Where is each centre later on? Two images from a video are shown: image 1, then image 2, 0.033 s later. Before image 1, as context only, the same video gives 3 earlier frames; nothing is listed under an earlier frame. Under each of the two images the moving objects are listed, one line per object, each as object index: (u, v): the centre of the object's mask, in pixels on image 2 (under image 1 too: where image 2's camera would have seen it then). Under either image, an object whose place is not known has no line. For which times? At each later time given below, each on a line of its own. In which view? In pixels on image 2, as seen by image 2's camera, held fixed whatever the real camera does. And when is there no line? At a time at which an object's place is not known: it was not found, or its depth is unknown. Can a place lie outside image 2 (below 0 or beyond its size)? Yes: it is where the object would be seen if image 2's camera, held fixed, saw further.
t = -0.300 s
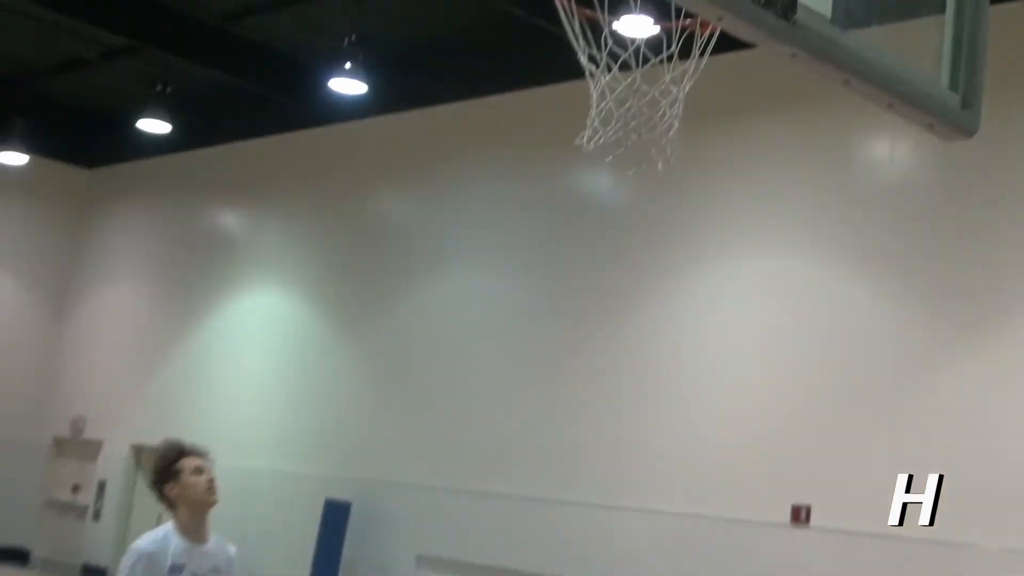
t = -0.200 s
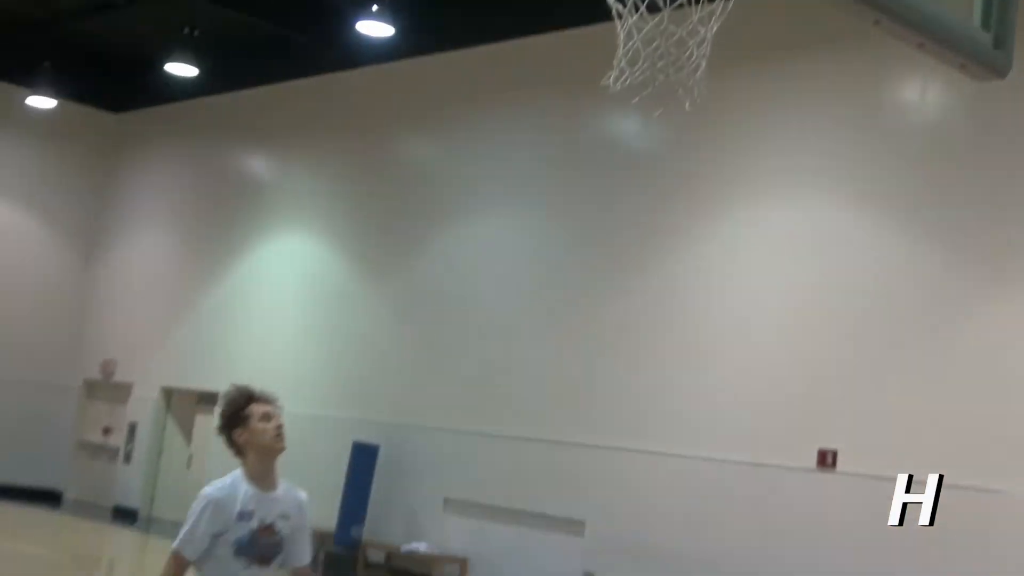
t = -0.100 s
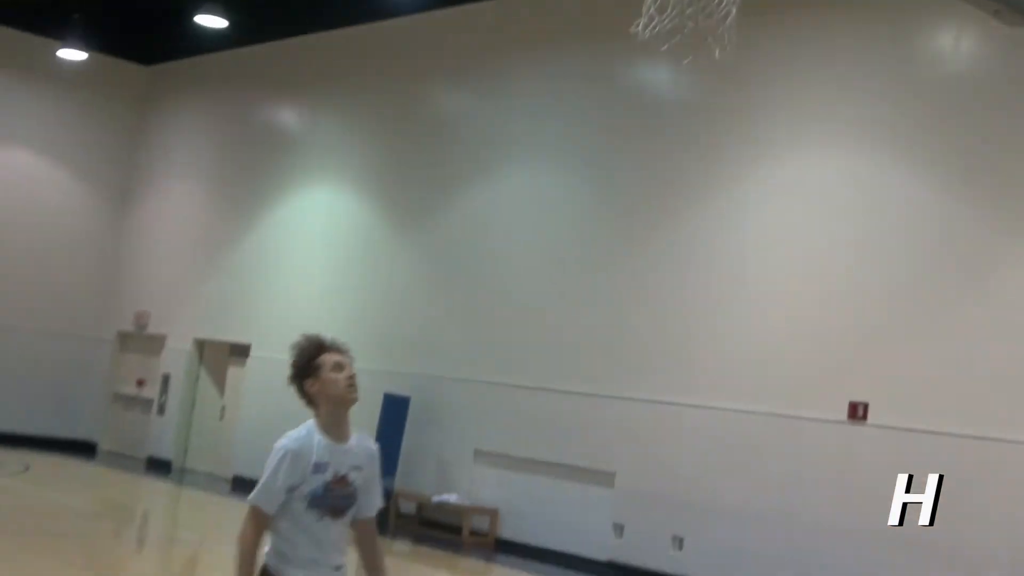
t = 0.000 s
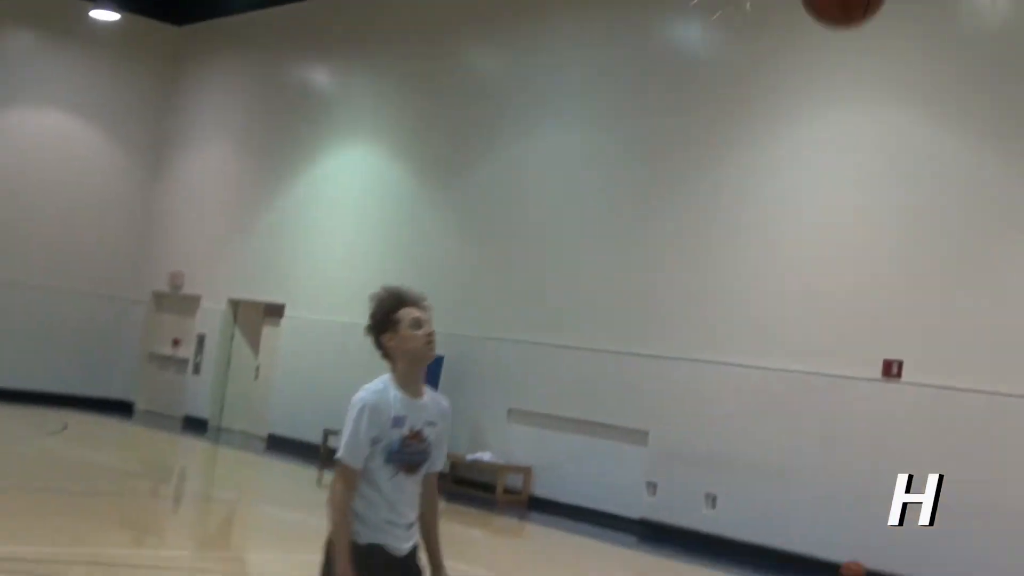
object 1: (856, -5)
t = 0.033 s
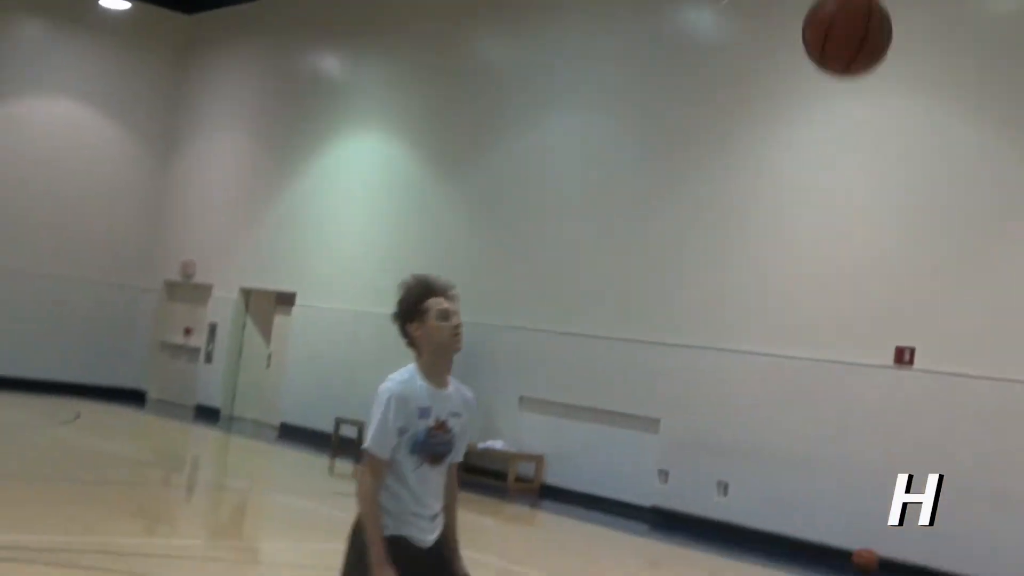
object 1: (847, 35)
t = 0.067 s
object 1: (842, 94)
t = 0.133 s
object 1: (820, 240)
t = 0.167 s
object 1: (807, 326)
